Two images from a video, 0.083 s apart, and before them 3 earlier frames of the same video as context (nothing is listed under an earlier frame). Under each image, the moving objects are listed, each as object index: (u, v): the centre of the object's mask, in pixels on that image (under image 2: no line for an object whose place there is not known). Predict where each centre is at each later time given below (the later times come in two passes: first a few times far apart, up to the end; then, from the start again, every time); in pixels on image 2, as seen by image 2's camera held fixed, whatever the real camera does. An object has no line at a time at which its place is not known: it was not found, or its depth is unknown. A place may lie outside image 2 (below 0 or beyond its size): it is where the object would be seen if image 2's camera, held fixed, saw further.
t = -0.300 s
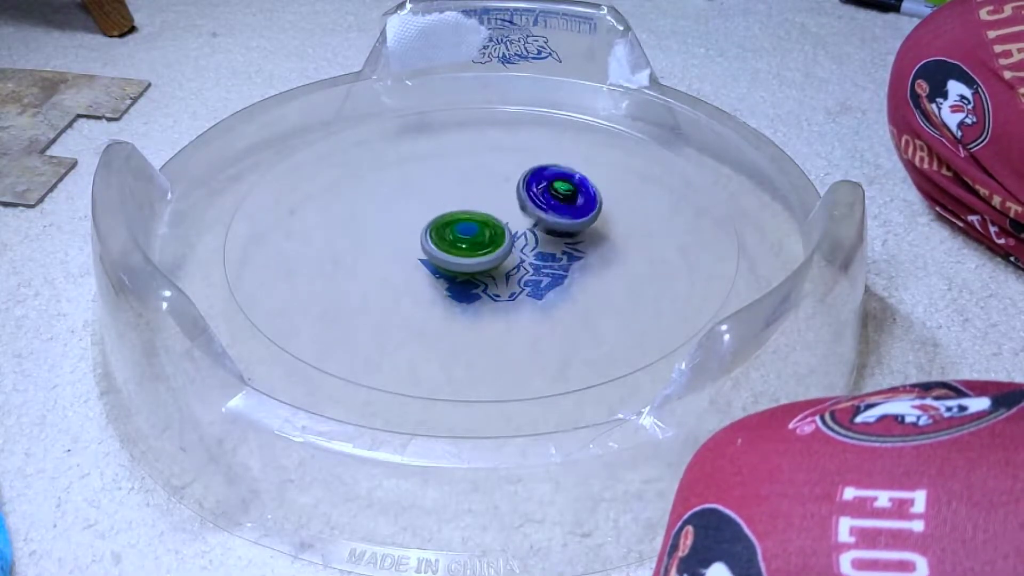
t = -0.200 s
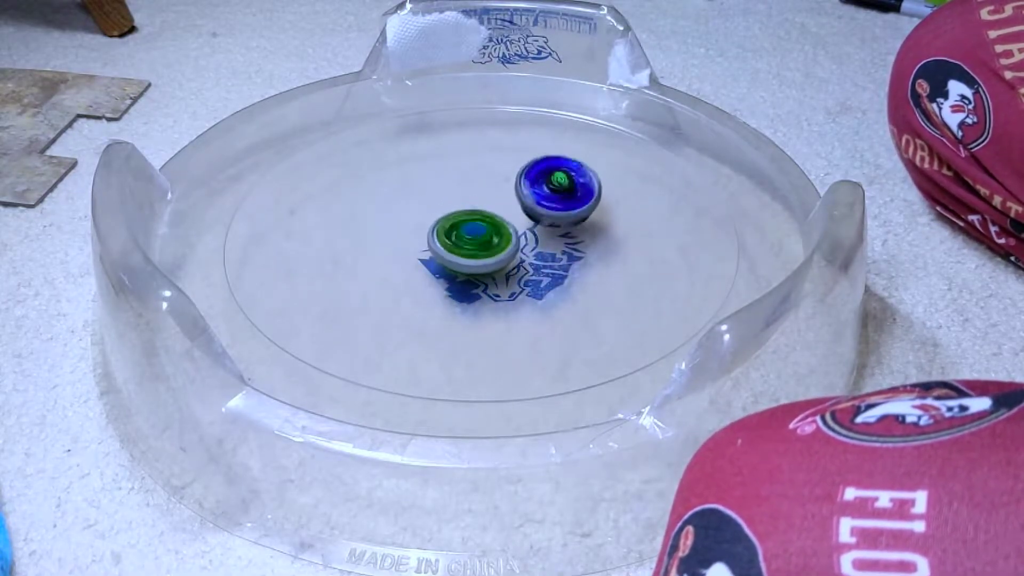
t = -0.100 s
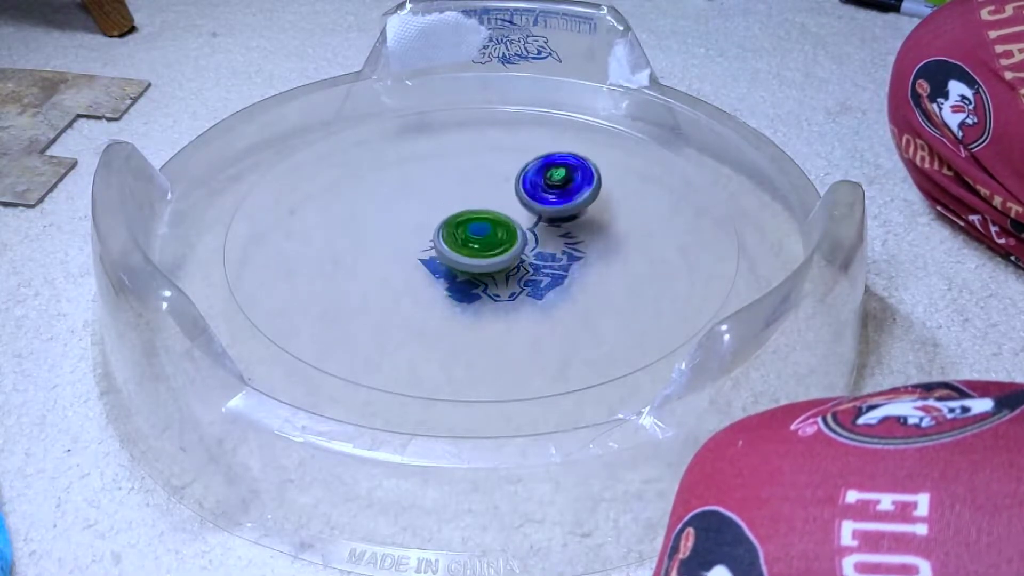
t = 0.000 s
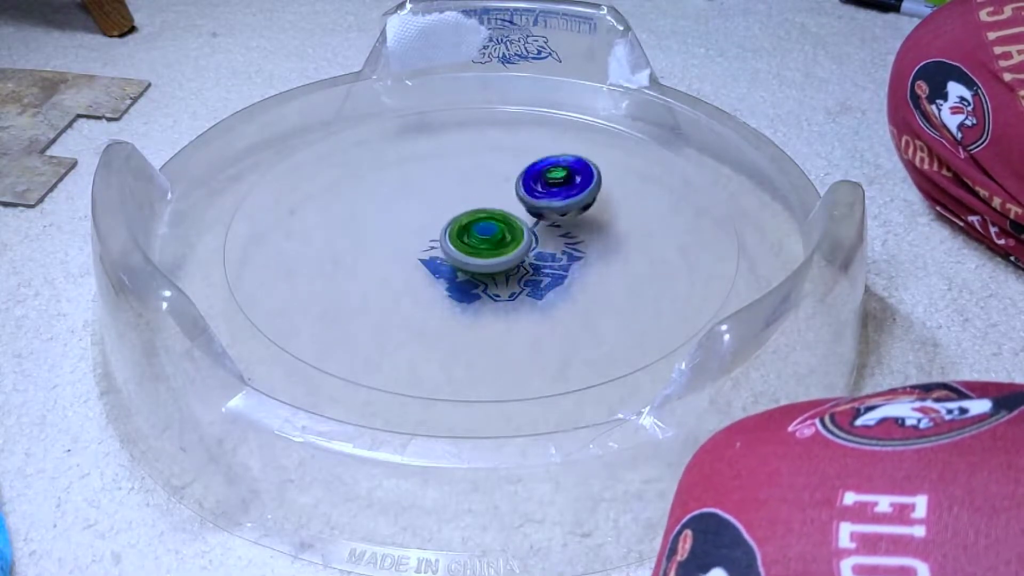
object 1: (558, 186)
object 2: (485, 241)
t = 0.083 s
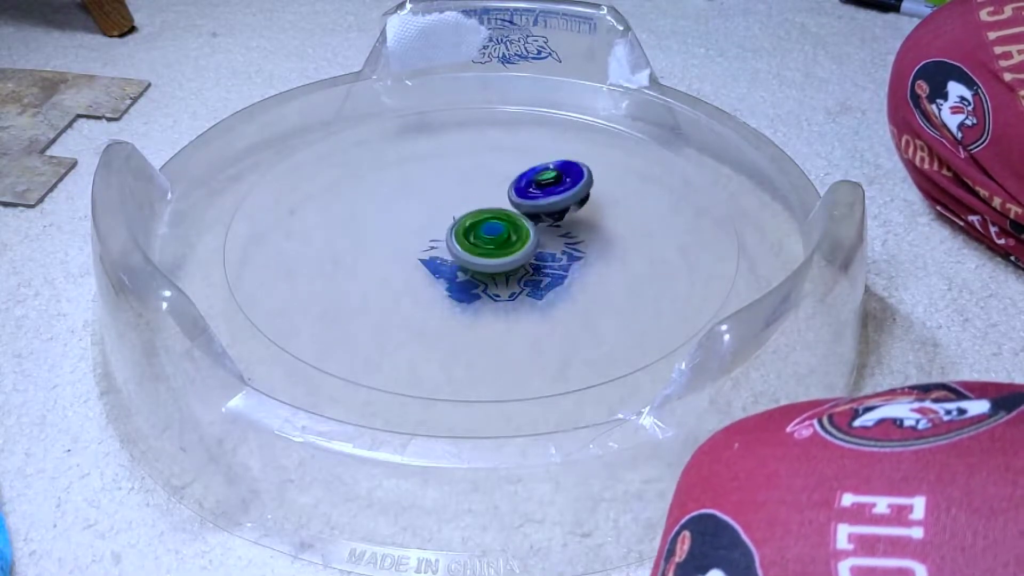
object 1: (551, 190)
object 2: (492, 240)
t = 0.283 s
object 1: (540, 178)
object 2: (491, 247)
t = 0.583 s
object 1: (523, 175)
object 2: (491, 249)
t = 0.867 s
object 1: (491, 180)
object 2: (494, 239)
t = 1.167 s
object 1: (468, 172)
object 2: (508, 229)
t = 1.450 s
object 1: (448, 191)
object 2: (518, 229)
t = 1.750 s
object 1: (420, 193)
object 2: (508, 232)
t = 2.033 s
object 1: (417, 199)
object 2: (496, 230)
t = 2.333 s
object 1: (402, 184)
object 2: (520, 257)
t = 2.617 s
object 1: (458, 224)
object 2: (525, 278)
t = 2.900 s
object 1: (549, 214)
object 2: (499, 267)
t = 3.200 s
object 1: (568, 207)
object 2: (485, 214)
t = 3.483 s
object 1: (553, 233)
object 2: (502, 166)
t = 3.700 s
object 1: (506, 229)
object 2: (534, 168)
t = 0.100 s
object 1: (550, 190)
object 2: (493, 240)
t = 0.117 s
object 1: (549, 191)
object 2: (494, 240)
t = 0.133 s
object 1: (546, 191)
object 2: (495, 240)
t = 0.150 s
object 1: (545, 191)
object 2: (496, 240)
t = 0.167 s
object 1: (543, 192)
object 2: (497, 240)
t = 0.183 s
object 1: (541, 192)
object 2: (498, 240)
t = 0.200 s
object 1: (539, 192)
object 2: (499, 240)
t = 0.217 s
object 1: (537, 189)
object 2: (496, 241)
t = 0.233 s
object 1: (540, 183)
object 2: (494, 244)
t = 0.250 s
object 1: (540, 180)
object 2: (492, 246)
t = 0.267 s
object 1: (541, 180)
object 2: (491, 247)
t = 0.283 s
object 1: (540, 178)
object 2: (491, 247)
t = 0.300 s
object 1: (540, 178)
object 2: (492, 247)
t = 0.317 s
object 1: (540, 177)
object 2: (492, 247)
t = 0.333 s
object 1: (540, 176)
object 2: (492, 248)
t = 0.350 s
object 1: (539, 176)
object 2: (492, 248)
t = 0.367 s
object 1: (538, 176)
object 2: (492, 248)
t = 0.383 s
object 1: (536, 175)
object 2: (492, 249)
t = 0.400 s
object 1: (533, 174)
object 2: (492, 249)
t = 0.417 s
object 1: (532, 173)
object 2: (492, 250)
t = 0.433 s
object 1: (532, 172)
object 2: (492, 249)
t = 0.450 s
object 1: (532, 172)
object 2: (492, 250)
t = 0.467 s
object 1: (532, 172)
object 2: (492, 250)
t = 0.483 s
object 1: (531, 173)
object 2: (491, 250)
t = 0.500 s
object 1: (529, 172)
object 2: (491, 250)
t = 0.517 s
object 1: (528, 172)
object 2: (491, 250)
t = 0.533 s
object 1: (528, 172)
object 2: (491, 250)
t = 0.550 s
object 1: (526, 173)
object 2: (491, 249)
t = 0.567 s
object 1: (526, 174)
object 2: (491, 249)
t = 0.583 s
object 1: (523, 175)
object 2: (491, 249)
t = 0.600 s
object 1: (522, 175)
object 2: (490, 249)
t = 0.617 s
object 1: (520, 177)
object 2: (490, 248)
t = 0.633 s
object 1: (519, 177)
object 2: (490, 248)
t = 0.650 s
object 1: (517, 179)
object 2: (490, 248)
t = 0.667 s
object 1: (515, 180)
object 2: (490, 247)
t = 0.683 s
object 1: (512, 181)
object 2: (490, 246)
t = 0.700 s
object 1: (511, 180)
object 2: (490, 246)
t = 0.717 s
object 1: (509, 182)
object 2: (490, 245)
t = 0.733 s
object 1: (507, 182)
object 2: (491, 244)
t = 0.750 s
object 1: (506, 182)
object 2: (491, 244)
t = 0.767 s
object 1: (503, 182)
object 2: (491, 243)
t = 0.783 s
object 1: (502, 182)
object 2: (492, 242)
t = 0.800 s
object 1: (500, 182)
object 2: (492, 242)
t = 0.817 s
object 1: (497, 182)
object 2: (493, 241)
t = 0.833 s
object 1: (495, 182)
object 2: (493, 241)
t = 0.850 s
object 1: (493, 181)
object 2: (494, 240)
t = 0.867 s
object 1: (491, 180)
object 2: (494, 239)
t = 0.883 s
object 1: (489, 179)
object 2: (495, 238)
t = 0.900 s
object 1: (487, 179)
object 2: (495, 238)
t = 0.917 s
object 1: (485, 178)
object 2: (496, 237)
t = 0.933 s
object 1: (484, 177)
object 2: (497, 237)
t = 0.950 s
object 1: (482, 177)
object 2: (497, 236)
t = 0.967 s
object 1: (481, 175)
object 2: (498, 235)
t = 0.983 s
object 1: (478, 175)
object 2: (499, 235)
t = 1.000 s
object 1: (478, 174)
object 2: (499, 234)
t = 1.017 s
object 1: (475, 174)
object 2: (500, 233)
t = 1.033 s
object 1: (474, 173)
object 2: (501, 233)
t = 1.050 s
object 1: (473, 172)
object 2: (502, 232)
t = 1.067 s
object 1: (472, 172)
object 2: (503, 232)
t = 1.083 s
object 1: (471, 171)
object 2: (503, 231)
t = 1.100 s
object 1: (470, 172)
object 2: (504, 231)
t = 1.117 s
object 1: (469, 171)
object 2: (505, 230)
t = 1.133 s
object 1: (468, 172)
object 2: (506, 230)
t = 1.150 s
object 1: (468, 171)
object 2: (507, 229)
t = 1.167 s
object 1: (468, 172)
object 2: (508, 229)
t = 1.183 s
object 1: (467, 173)
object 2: (509, 229)
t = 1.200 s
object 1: (466, 174)
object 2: (509, 229)
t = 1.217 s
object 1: (466, 175)
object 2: (511, 229)
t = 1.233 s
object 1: (464, 176)
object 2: (512, 228)
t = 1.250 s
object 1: (463, 178)
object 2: (512, 228)
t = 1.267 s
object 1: (462, 179)
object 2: (513, 228)
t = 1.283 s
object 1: (461, 180)
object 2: (514, 228)
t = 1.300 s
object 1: (461, 180)
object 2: (514, 228)
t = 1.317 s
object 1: (459, 182)
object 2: (515, 228)
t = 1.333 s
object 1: (459, 182)
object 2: (516, 228)
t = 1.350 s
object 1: (457, 184)
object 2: (516, 228)
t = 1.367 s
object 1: (457, 185)
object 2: (517, 228)
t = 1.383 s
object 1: (455, 186)
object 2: (517, 229)
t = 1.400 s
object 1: (453, 187)
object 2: (517, 229)
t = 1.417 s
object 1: (451, 189)
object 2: (518, 229)
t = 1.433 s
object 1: (450, 189)
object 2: (518, 229)
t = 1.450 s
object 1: (448, 191)
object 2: (518, 229)
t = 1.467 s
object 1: (446, 191)
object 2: (518, 229)
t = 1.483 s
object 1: (445, 192)
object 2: (518, 229)
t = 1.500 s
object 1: (442, 192)
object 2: (518, 229)
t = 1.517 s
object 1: (441, 192)
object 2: (518, 229)
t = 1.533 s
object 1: (440, 193)
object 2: (518, 229)
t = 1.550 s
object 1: (439, 193)
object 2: (518, 230)
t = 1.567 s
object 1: (437, 193)
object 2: (517, 230)
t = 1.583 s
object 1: (436, 193)
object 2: (517, 230)
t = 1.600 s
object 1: (433, 193)
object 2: (516, 230)
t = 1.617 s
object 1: (432, 192)
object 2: (515, 230)
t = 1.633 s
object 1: (429, 193)
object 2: (515, 230)
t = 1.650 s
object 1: (427, 193)
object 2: (514, 231)
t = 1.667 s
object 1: (426, 193)
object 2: (513, 231)
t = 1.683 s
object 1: (424, 193)
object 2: (512, 231)
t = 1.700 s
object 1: (422, 192)
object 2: (511, 231)
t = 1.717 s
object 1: (421, 192)
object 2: (510, 231)
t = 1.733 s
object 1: (421, 193)
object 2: (509, 232)
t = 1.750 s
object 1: (420, 193)
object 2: (508, 232)
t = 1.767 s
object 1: (421, 193)
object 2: (507, 232)
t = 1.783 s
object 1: (420, 193)
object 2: (506, 231)
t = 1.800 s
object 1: (420, 193)
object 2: (505, 232)
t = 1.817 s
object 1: (420, 194)
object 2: (504, 231)
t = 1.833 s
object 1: (422, 195)
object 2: (503, 231)
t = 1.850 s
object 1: (421, 196)
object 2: (502, 231)
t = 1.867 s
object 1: (421, 198)
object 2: (501, 231)
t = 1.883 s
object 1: (420, 198)
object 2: (500, 230)
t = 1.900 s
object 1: (420, 199)
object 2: (499, 230)
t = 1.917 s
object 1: (419, 200)
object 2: (498, 230)
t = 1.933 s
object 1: (419, 200)
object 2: (498, 229)
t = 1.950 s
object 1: (419, 201)
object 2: (497, 229)
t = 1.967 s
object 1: (419, 201)
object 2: (496, 229)
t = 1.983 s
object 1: (420, 200)
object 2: (496, 229)
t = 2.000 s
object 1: (417, 200)
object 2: (496, 229)
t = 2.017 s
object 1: (418, 201)
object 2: (495, 229)
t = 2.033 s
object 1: (417, 199)
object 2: (496, 230)
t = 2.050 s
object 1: (418, 200)
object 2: (496, 231)
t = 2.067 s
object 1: (417, 200)
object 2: (495, 231)
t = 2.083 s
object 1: (418, 199)
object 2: (495, 231)
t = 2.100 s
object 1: (419, 199)
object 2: (496, 231)
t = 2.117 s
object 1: (419, 199)
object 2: (496, 232)
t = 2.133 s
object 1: (420, 200)
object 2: (496, 232)
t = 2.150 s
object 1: (420, 201)
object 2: (496, 233)
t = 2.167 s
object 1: (421, 201)
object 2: (496, 232)
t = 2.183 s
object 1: (421, 202)
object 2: (496, 233)
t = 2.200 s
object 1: (421, 202)
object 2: (497, 233)
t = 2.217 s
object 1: (420, 203)
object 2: (498, 234)
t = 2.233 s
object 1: (420, 205)
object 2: (497, 235)
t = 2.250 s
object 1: (418, 205)
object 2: (498, 237)
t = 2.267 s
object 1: (411, 199)
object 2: (505, 243)
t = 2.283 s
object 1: (406, 194)
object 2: (510, 248)
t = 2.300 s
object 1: (402, 189)
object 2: (514, 251)
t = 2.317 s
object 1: (401, 186)
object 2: (517, 254)
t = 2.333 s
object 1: (402, 184)
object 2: (520, 257)
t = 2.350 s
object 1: (404, 183)
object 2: (522, 259)
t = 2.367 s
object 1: (406, 183)
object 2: (524, 261)
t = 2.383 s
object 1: (410, 183)
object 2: (526, 263)
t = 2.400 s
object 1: (414, 185)
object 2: (529, 265)
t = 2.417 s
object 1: (416, 188)
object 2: (529, 267)
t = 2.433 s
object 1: (418, 192)
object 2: (530, 270)
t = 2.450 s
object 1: (420, 197)
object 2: (530, 271)
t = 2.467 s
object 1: (422, 199)
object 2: (530, 272)
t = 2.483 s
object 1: (424, 203)
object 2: (529, 273)
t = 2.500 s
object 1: (426, 207)
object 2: (530, 274)
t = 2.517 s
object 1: (429, 210)
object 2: (529, 275)
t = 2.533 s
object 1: (433, 213)
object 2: (529, 275)
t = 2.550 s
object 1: (437, 215)
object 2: (529, 277)
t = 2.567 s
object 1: (442, 216)
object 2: (528, 277)
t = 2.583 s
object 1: (447, 219)
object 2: (527, 278)
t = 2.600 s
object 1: (452, 220)
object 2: (526, 278)
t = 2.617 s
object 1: (458, 224)
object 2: (525, 278)
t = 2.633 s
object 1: (464, 224)
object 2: (524, 278)
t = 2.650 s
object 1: (470, 225)
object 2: (523, 278)
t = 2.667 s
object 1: (476, 224)
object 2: (522, 278)
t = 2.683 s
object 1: (483, 223)
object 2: (521, 277)
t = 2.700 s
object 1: (490, 223)
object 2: (520, 277)
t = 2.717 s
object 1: (496, 221)
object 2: (517, 276)
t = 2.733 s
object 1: (504, 221)
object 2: (516, 275)
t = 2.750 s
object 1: (511, 220)
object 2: (513, 275)
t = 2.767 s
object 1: (518, 219)
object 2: (512, 274)
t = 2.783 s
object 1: (525, 218)
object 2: (509, 273)
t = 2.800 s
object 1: (531, 217)
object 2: (506, 273)
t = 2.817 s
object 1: (536, 218)
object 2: (504, 273)
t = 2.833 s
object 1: (540, 217)
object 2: (503, 272)
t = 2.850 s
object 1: (543, 216)
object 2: (503, 271)
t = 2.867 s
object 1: (545, 216)
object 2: (502, 269)
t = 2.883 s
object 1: (547, 215)
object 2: (500, 268)
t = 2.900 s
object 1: (549, 214)
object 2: (499, 267)
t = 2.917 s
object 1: (551, 213)
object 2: (498, 265)
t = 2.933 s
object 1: (552, 212)
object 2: (497, 264)
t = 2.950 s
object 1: (553, 211)
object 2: (496, 262)
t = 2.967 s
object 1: (554, 209)
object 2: (495, 261)
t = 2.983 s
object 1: (554, 208)
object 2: (495, 259)
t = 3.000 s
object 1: (555, 208)
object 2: (493, 252)
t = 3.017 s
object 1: (556, 207)
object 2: (493, 249)
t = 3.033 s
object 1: (555, 207)
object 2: (493, 246)
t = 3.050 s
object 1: (555, 207)
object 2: (493, 243)
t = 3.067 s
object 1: (555, 206)
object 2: (493, 240)
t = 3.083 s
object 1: (556, 206)
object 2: (492, 238)
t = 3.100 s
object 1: (559, 206)
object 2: (491, 235)
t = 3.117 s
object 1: (561, 207)
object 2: (490, 232)
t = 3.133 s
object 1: (561, 207)
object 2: (489, 228)
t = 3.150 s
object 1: (562, 208)
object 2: (488, 225)
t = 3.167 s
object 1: (562, 208)
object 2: (488, 221)
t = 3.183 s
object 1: (565, 207)
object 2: (488, 218)
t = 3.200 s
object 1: (568, 207)
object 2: (485, 214)
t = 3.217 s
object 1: (570, 207)
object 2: (485, 211)
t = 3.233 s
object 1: (570, 207)
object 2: (484, 208)
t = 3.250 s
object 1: (569, 208)
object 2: (486, 205)
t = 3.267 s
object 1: (567, 210)
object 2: (487, 203)
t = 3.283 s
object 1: (565, 210)
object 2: (487, 201)
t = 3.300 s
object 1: (562, 211)
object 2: (487, 197)
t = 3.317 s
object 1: (561, 212)
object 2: (488, 194)
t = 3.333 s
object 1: (560, 213)
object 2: (489, 192)
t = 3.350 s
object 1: (560, 213)
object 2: (491, 190)
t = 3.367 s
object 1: (562, 213)
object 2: (492, 187)
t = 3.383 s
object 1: (565, 215)
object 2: (493, 182)
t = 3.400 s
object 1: (567, 218)
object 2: (493, 177)
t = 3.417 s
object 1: (567, 223)
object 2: (494, 173)
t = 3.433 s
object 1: (566, 226)
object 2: (496, 171)
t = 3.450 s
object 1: (563, 230)
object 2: (498, 169)
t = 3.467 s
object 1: (558, 232)
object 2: (500, 167)
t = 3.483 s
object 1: (553, 233)
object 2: (502, 166)
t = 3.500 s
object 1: (548, 234)
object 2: (503, 165)
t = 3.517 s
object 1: (542, 237)
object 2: (505, 164)
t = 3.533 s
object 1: (538, 237)
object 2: (508, 164)
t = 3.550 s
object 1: (531, 236)
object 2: (511, 163)
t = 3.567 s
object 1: (526, 235)
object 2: (513, 163)
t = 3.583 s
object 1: (522, 233)
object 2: (515, 164)
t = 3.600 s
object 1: (519, 231)
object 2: (517, 165)
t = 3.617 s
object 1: (517, 227)
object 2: (518, 166)
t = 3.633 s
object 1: (515, 226)
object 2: (519, 167)
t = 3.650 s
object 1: (512, 226)
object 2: (522, 166)
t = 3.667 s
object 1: (509, 228)
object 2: (526, 167)
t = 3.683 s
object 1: (507, 229)
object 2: (530, 168)
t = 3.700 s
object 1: (506, 229)
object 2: (534, 168)
